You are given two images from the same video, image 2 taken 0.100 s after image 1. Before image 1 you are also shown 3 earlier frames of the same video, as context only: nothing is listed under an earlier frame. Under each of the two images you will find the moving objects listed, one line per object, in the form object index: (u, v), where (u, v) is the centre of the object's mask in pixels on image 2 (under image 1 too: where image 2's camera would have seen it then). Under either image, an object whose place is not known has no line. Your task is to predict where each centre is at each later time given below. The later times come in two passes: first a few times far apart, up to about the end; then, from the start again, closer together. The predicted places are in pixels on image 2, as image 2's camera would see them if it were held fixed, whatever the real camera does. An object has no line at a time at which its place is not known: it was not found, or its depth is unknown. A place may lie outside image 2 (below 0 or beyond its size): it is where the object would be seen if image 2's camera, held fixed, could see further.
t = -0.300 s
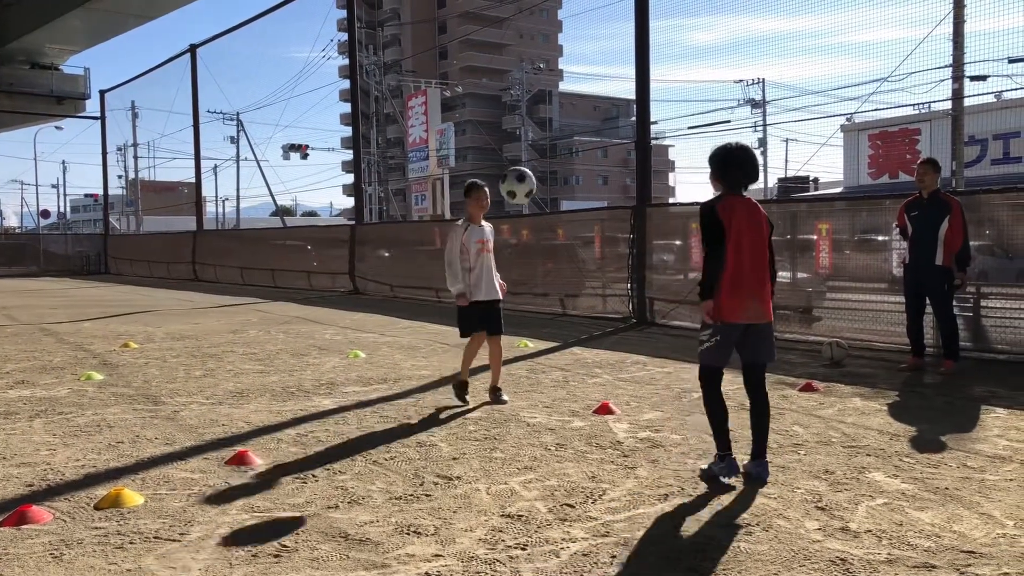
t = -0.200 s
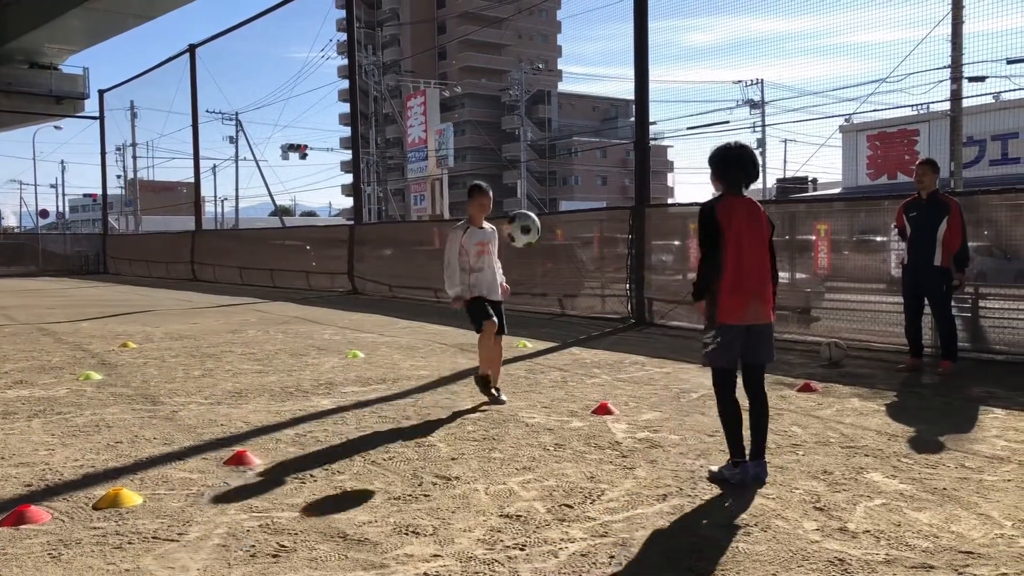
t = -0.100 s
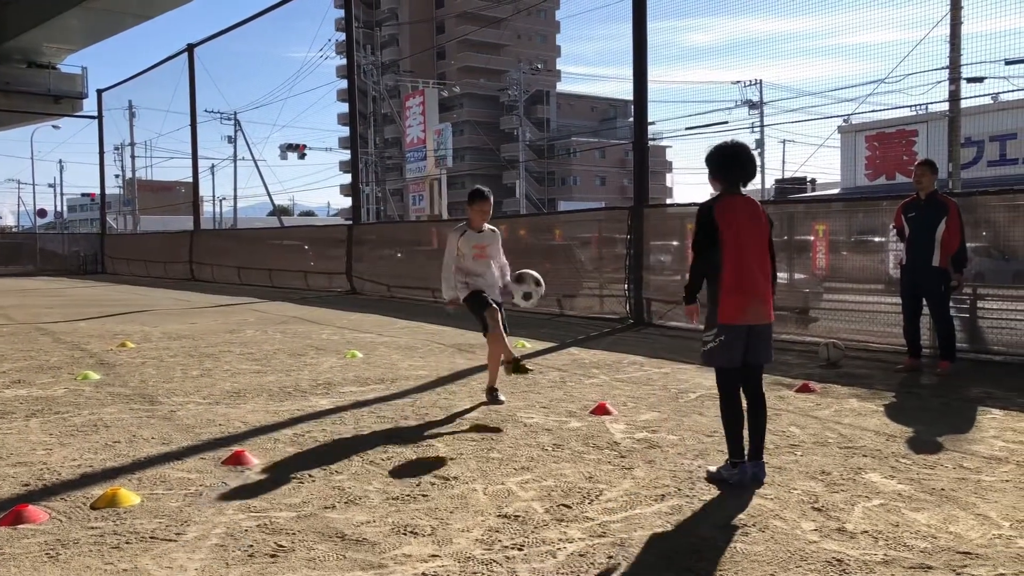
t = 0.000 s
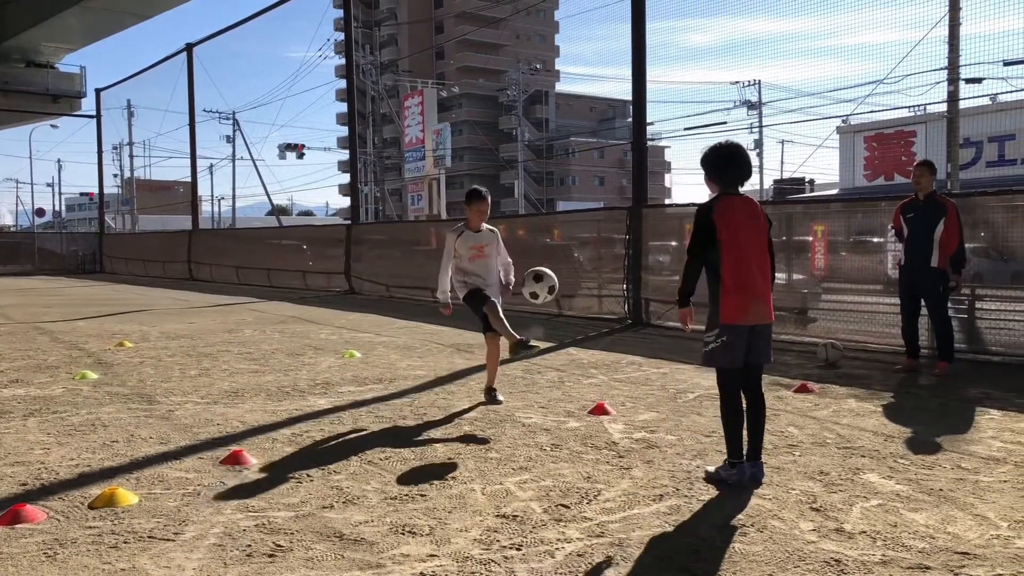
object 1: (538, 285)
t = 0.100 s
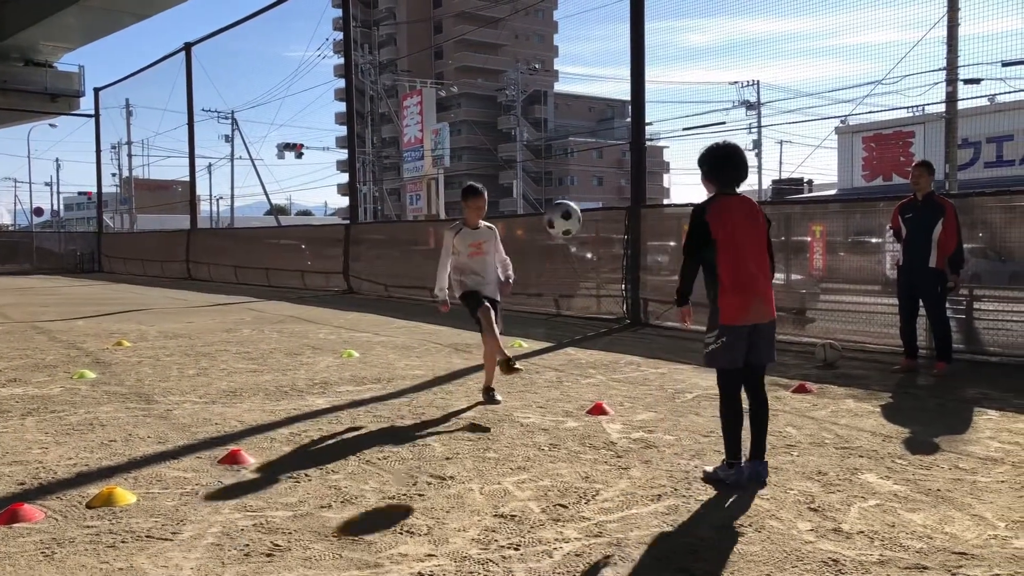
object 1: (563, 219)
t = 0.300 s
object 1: (616, 130)
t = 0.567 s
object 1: (687, 115)
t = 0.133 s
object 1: (571, 200)
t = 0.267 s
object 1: (606, 140)
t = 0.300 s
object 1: (616, 130)
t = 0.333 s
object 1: (624, 121)
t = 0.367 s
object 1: (633, 115)
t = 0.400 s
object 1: (641, 110)
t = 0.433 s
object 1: (650, 107)
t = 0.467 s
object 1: (659, 106)
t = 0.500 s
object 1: (668, 107)
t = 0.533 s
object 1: (678, 110)
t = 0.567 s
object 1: (687, 115)
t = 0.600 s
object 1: (696, 121)
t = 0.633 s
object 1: (706, 130)
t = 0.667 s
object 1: (715, 141)
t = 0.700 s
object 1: (725, 154)
